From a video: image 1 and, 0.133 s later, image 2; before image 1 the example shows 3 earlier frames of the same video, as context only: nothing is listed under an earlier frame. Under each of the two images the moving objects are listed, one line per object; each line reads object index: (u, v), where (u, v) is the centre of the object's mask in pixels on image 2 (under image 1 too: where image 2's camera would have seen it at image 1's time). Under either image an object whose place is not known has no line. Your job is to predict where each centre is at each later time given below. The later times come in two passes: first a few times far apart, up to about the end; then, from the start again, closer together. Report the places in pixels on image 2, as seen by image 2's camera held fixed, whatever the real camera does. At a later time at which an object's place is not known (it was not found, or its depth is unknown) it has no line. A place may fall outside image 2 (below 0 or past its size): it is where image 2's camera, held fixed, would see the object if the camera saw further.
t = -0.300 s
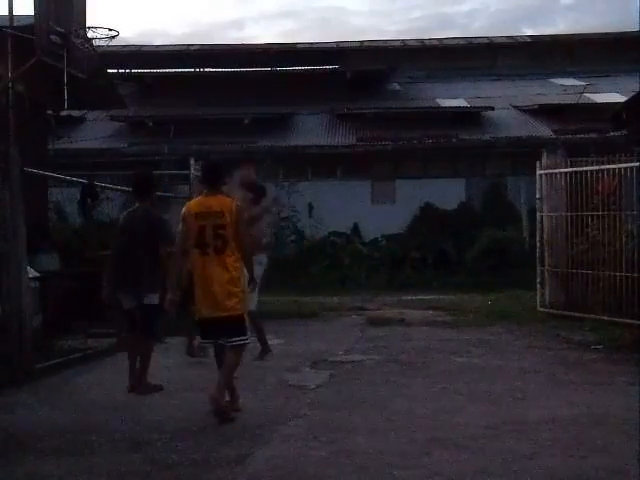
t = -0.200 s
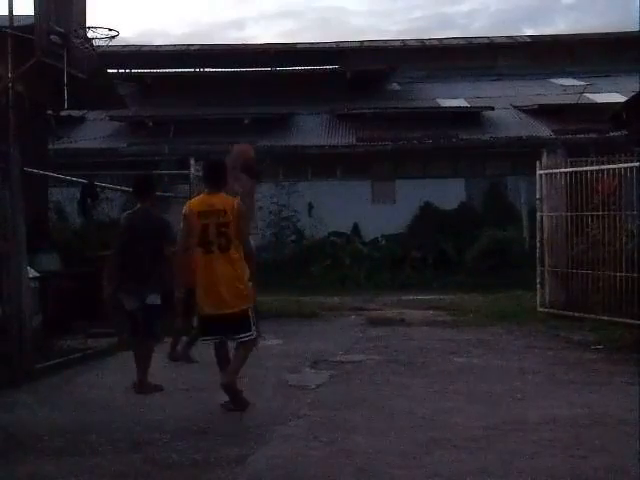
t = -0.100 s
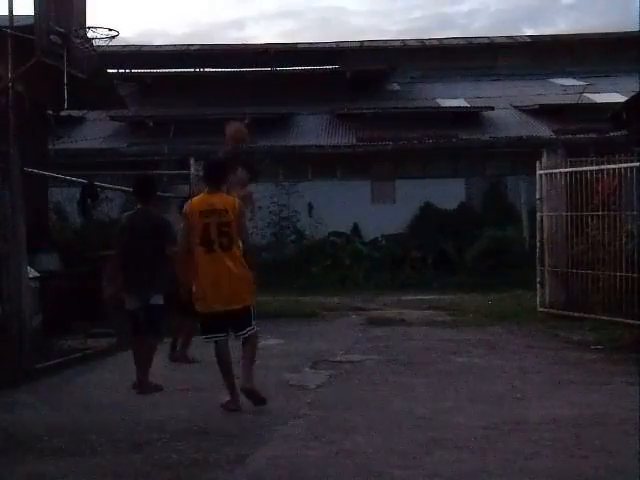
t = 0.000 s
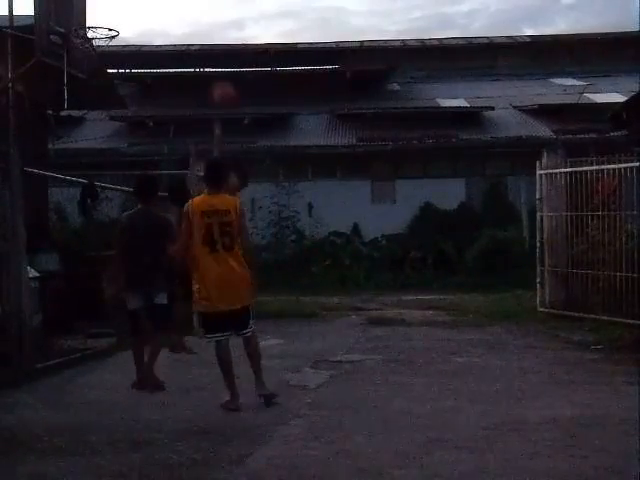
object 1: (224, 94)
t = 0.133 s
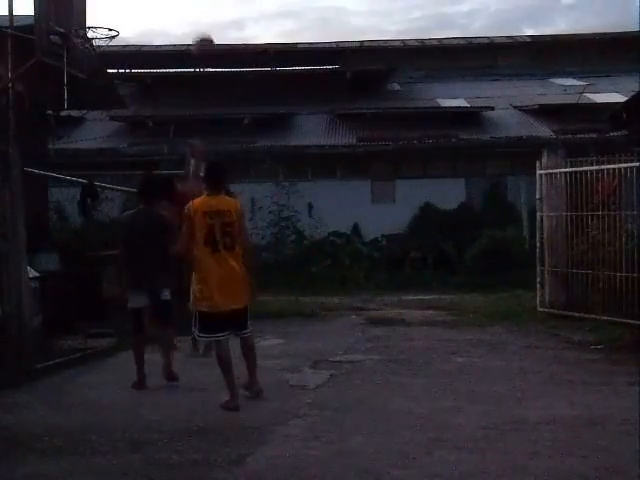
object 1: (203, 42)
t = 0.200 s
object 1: (193, 28)
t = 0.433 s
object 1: (156, 6)
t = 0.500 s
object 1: (139, 9)
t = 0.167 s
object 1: (198, 36)
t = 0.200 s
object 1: (193, 28)
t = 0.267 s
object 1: (183, 15)
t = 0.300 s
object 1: (177, 10)
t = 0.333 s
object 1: (172, 8)
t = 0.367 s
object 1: (166, 7)
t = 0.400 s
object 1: (161, 6)
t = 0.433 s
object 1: (156, 6)
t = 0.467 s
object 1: (150, 6)
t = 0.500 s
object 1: (139, 9)
